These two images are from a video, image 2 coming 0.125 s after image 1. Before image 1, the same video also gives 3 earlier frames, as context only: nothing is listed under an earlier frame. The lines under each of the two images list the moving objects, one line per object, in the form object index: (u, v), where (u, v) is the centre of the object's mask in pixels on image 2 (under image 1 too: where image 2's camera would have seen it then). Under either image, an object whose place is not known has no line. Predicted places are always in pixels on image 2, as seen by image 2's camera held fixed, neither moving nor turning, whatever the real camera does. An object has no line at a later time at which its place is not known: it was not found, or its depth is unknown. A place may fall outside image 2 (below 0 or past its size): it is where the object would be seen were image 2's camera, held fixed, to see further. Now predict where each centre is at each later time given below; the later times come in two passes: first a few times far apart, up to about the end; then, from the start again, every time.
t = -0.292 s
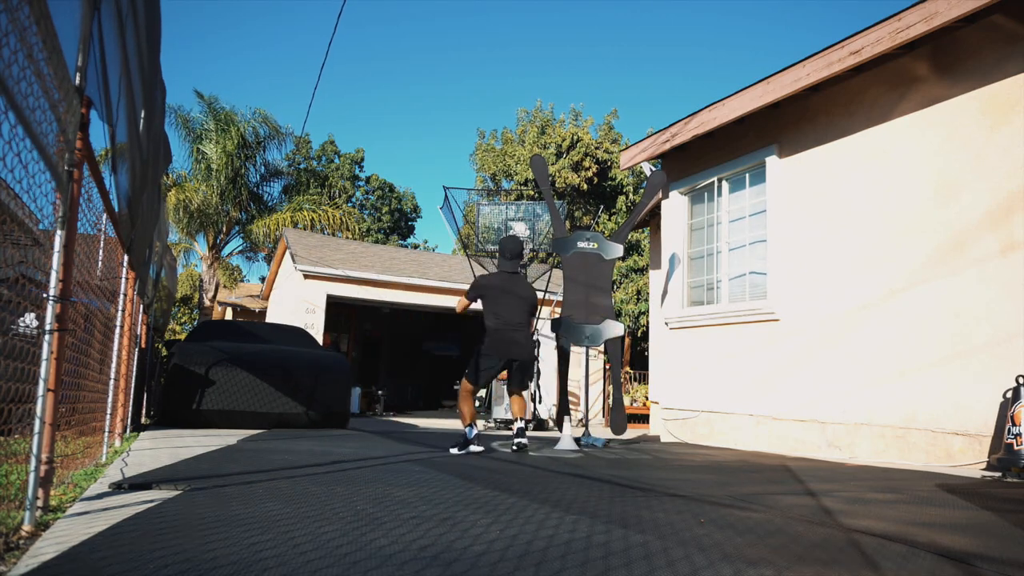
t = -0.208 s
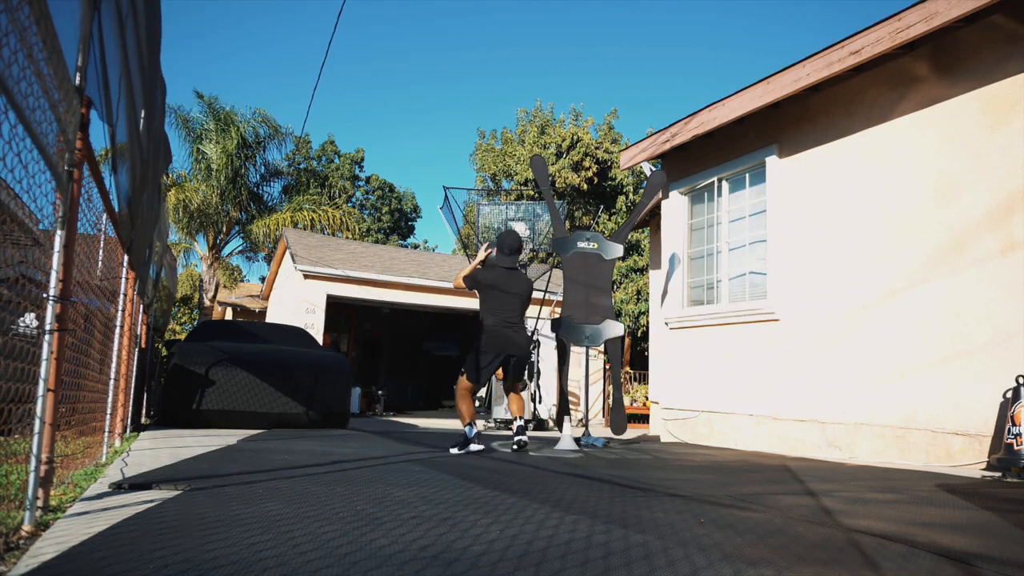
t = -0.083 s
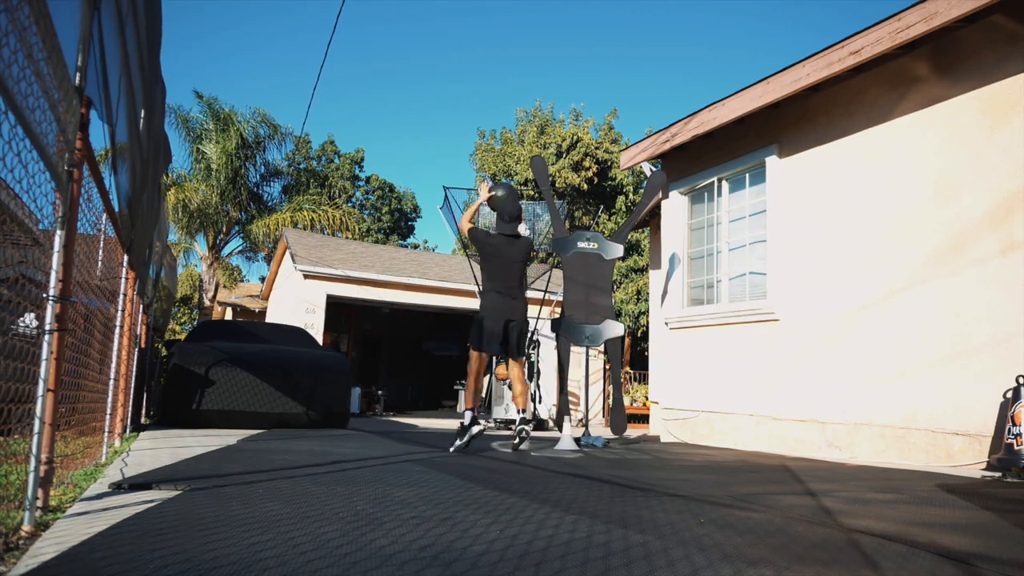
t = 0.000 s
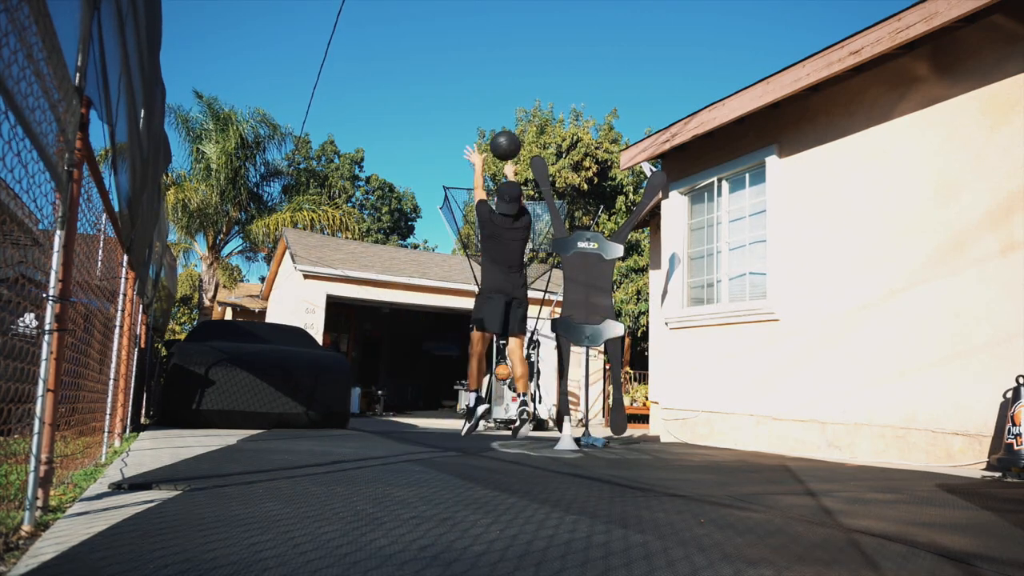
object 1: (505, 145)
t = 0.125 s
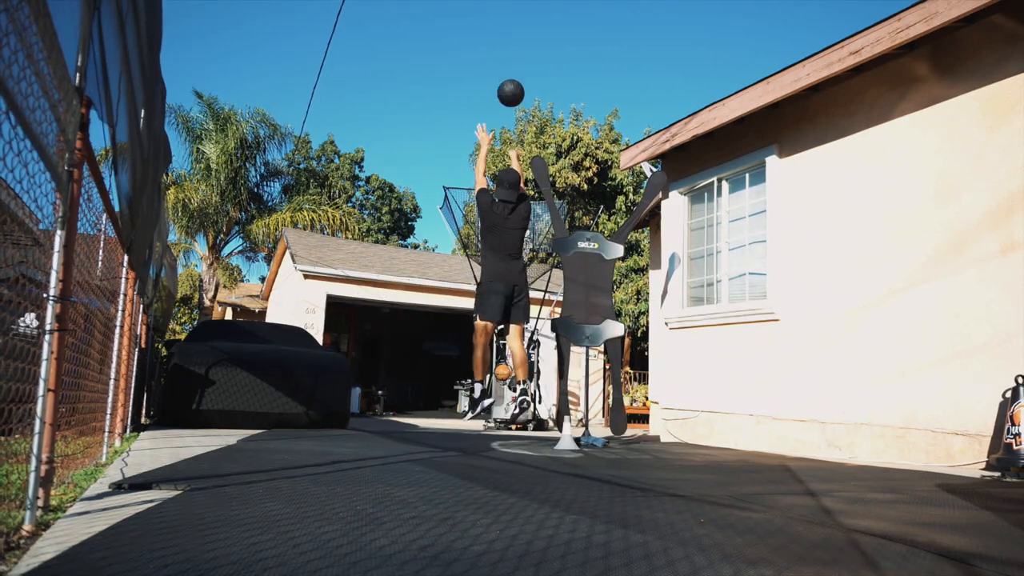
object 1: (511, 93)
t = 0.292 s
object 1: (515, 61)
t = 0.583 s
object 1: (520, 71)
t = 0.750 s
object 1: (521, 102)
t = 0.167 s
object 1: (512, 81)
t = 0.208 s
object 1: (513, 72)
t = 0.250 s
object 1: (514, 65)
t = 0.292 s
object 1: (515, 61)
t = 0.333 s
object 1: (516, 58)
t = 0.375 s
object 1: (517, 56)
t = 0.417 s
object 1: (518, 57)
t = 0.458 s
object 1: (519, 58)
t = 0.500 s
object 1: (519, 61)
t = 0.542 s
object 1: (520, 65)
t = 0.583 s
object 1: (520, 71)
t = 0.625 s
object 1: (520, 77)
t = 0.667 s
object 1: (521, 84)
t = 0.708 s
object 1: (521, 93)
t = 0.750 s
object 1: (521, 102)
